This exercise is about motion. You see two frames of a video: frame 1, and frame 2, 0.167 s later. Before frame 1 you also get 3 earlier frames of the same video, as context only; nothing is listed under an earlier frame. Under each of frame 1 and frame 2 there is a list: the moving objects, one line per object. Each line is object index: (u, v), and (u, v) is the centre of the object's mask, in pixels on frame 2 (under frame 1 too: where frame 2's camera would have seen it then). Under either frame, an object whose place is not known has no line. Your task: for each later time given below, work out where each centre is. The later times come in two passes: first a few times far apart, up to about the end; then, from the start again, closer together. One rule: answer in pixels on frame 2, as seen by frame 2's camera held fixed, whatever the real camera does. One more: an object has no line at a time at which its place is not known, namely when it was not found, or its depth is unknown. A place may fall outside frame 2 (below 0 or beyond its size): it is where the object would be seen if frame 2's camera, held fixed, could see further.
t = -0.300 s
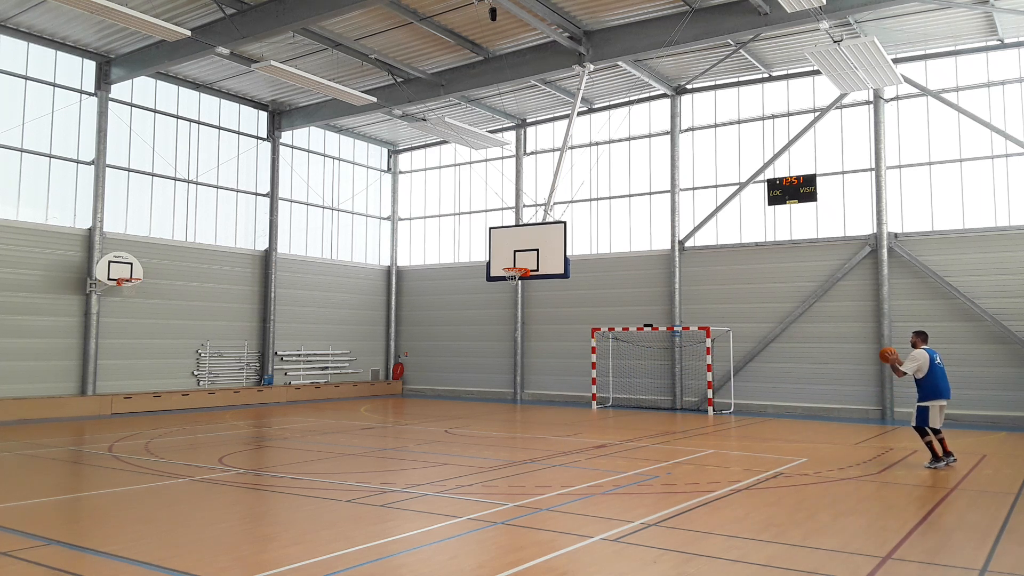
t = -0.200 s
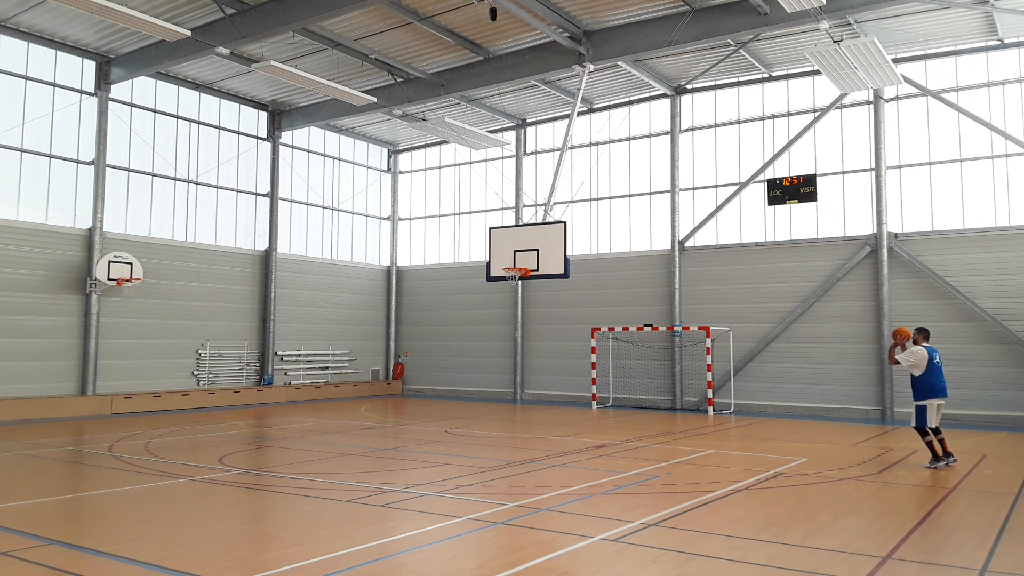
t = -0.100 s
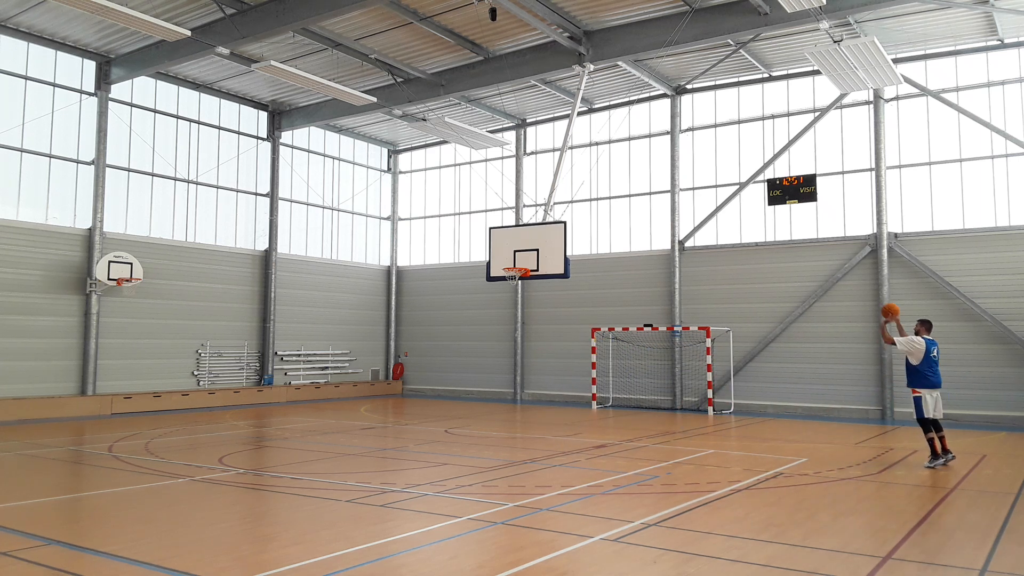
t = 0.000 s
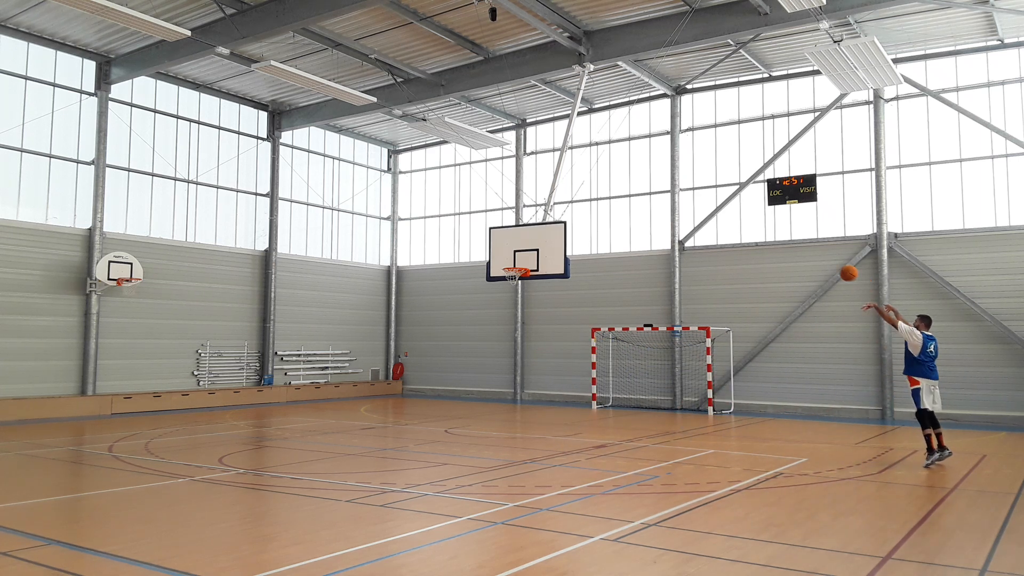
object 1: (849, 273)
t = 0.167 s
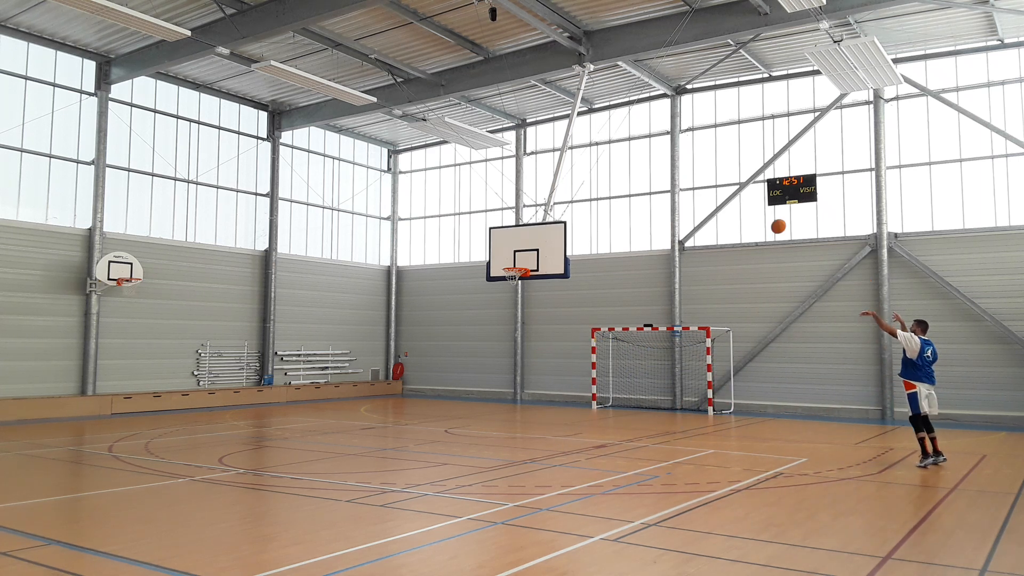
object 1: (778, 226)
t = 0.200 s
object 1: (765, 220)
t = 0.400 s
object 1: (694, 194)
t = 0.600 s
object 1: (632, 193)
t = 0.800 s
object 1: (576, 212)
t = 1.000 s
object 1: (527, 249)
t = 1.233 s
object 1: (513, 278)
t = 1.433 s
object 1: (502, 292)
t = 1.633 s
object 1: (496, 324)
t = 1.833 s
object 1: (489, 376)
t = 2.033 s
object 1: (482, 409)
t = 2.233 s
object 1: (479, 360)
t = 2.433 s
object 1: (475, 333)
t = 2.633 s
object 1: (472, 326)
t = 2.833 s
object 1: (468, 340)
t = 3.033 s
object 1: (464, 372)
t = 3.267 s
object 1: (459, 410)
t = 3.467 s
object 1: (456, 373)
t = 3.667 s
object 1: (453, 355)
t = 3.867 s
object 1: (449, 356)
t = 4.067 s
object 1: (445, 376)
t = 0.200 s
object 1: (765, 220)
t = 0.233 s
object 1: (753, 214)
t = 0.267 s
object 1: (740, 208)
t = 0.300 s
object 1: (728, 204)
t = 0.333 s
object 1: (717, 200)
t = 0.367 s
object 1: (705, 197)
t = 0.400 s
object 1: (694, 194)
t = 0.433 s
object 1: (683, 193)
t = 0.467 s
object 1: (673, 192)
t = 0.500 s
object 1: (662, 191)
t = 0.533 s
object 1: (652, 191)
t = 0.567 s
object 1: (642, 192)
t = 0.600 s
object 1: (632, 193)
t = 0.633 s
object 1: (622, 195)
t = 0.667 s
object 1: (613, 197)
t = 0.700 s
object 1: (603, 200)
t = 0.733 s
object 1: (594, 204)
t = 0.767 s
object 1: (585, 208)
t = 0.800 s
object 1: (576, 212)
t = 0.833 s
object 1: (568, 217)
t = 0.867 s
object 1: (559, 223)
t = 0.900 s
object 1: (551, 228)
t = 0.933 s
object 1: (543, 235)
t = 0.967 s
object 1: (535, 242)
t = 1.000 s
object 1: (527, 249)
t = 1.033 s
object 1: (519, 257)
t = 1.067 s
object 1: (511, 264)
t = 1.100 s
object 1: (514, 266)
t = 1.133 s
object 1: (523, 267)
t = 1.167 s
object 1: (520, 275)
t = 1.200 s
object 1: (517, 275)
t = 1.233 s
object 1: (513, 278)
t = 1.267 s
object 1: (510, 281)
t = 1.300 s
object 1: (508, 282)
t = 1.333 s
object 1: (506, 285)
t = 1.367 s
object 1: (505, 287)
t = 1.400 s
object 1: (503, 289)
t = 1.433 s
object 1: (502, 292)
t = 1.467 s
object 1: (501, 296)
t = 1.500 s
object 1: (500, 300)
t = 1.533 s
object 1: (499, 305)
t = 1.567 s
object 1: (498, 311)
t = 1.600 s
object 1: (497, 317)
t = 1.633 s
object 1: (496, 324)
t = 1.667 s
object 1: (494, 331)
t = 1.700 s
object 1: (493, 339)
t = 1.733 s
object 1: (492, 347)
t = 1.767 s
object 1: (491, 356)
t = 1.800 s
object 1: (490, 365)
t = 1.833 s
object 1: (489, 376)
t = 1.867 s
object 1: (488, 386)
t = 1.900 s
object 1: (486, 398)
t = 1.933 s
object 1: (484, 410)
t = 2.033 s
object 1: (482, 409)
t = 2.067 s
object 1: (482, 399)
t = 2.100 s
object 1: (481, 390)
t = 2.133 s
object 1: (481, 381)
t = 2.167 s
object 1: (480, 374)
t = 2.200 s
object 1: (480, 367)
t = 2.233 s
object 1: (479, 360)
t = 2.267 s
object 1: (478, 354)
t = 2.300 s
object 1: (478, 349)
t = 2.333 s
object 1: (477, 344)
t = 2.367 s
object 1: (477, 340)
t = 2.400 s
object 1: (476, 336)
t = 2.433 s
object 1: (475, 333)
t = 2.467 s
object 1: (475, 331)
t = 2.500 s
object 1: (474, 329)
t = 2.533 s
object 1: (474, 327)
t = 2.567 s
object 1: (473, 327)
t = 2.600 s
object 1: (472, 326)
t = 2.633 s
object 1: (472, 326)
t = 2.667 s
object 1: (471, 327)
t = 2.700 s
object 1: (470, 329)
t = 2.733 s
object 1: (470, 330)
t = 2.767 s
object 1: (469, 333)
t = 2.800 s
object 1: (468, 336)
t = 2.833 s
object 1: (468, 340)
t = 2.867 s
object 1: (467, 344)
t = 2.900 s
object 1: (466, 348)
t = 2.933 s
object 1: (466, 353)
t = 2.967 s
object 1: (465, 359)
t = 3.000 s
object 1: (464, 365)
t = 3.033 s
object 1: (464, 372)
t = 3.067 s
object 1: (463, 379)
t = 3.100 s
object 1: (463, 387)
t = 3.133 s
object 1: (462, 396)
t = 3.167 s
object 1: (461, 405)
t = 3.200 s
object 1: (460, 414)
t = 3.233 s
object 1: (460, 419)
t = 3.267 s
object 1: (459, 410)
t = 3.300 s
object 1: (459, 403)
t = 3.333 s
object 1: (458, 396)
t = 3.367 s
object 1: (458, 389)
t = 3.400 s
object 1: (457, 383)
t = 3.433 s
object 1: (457, 378)
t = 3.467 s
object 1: (456, 373)
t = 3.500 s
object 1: (456, 368)
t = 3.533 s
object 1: (455, 364)
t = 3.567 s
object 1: (455, 361)
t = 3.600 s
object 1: (454, 358)
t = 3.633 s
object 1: (453, 356)
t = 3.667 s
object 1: (453, 355)
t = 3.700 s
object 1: (452, 354)
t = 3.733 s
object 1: (452, 353)
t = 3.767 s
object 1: (451, 353)
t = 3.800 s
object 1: (451, 353)
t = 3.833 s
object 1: (450, 354)
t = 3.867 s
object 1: (449, 356)
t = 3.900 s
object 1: (449, 358)
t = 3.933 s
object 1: (448, 361)
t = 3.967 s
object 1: (447, 364)
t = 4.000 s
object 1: (447, 367)
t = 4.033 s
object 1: (446, 371)
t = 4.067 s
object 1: (445, 376)
